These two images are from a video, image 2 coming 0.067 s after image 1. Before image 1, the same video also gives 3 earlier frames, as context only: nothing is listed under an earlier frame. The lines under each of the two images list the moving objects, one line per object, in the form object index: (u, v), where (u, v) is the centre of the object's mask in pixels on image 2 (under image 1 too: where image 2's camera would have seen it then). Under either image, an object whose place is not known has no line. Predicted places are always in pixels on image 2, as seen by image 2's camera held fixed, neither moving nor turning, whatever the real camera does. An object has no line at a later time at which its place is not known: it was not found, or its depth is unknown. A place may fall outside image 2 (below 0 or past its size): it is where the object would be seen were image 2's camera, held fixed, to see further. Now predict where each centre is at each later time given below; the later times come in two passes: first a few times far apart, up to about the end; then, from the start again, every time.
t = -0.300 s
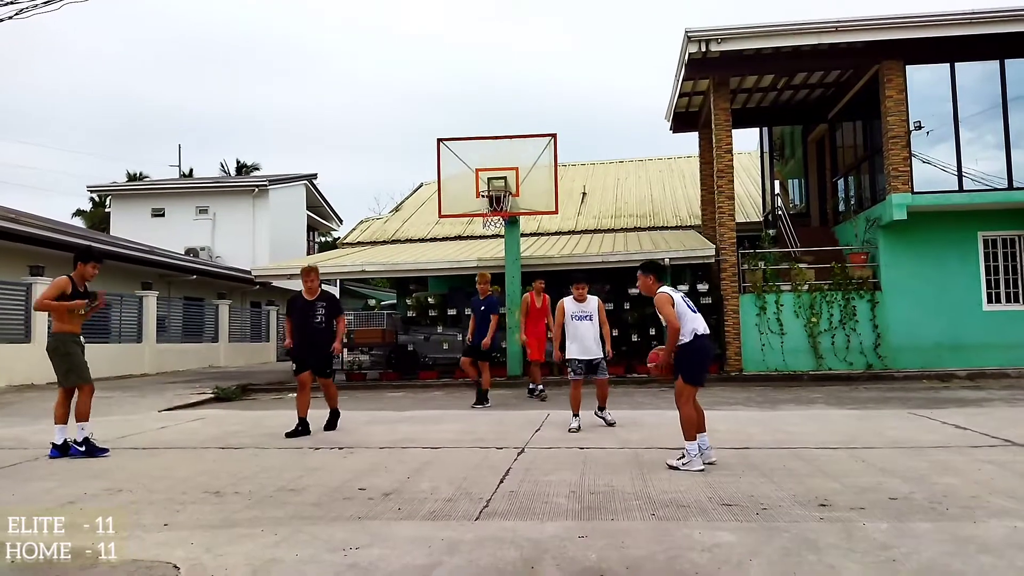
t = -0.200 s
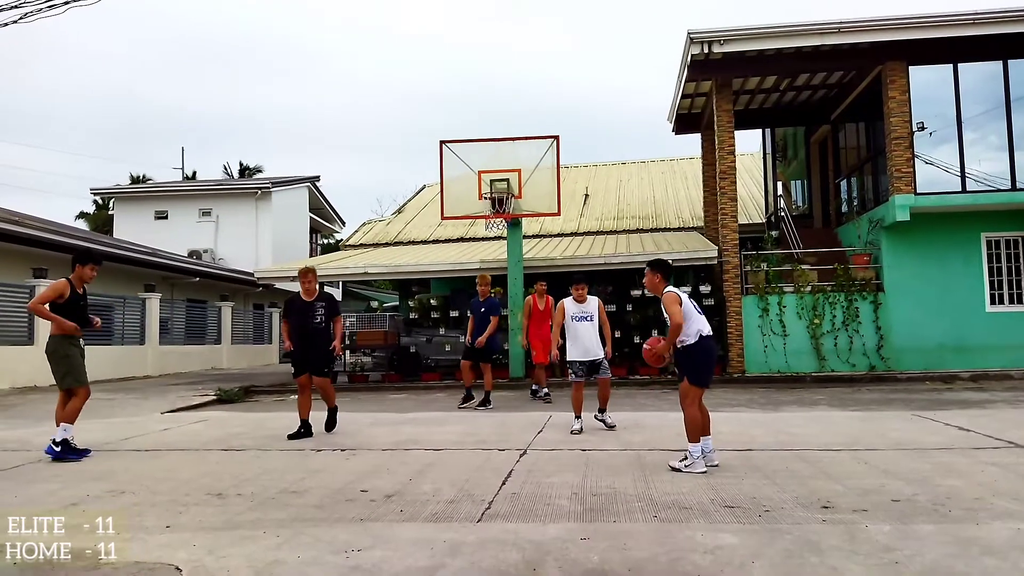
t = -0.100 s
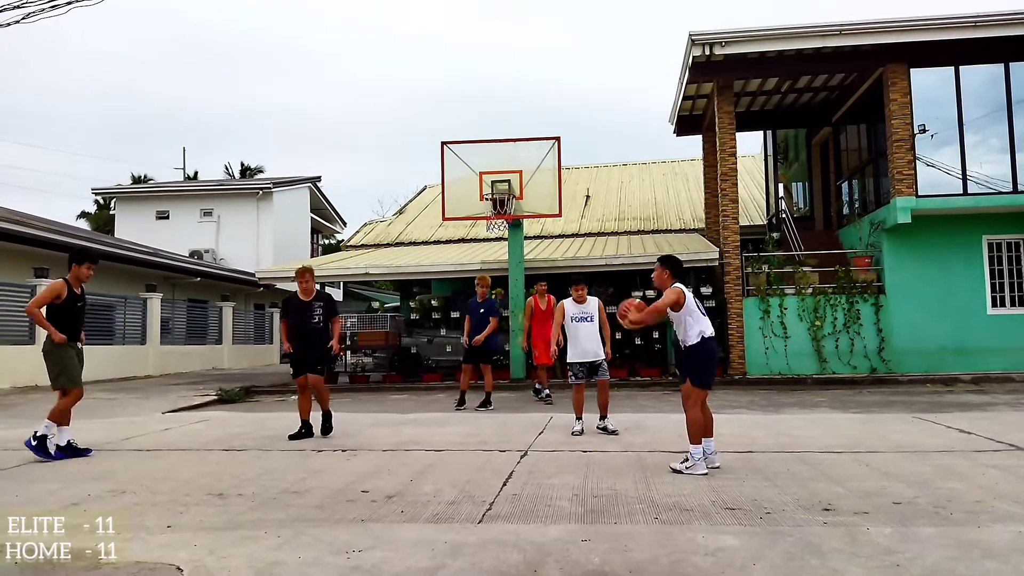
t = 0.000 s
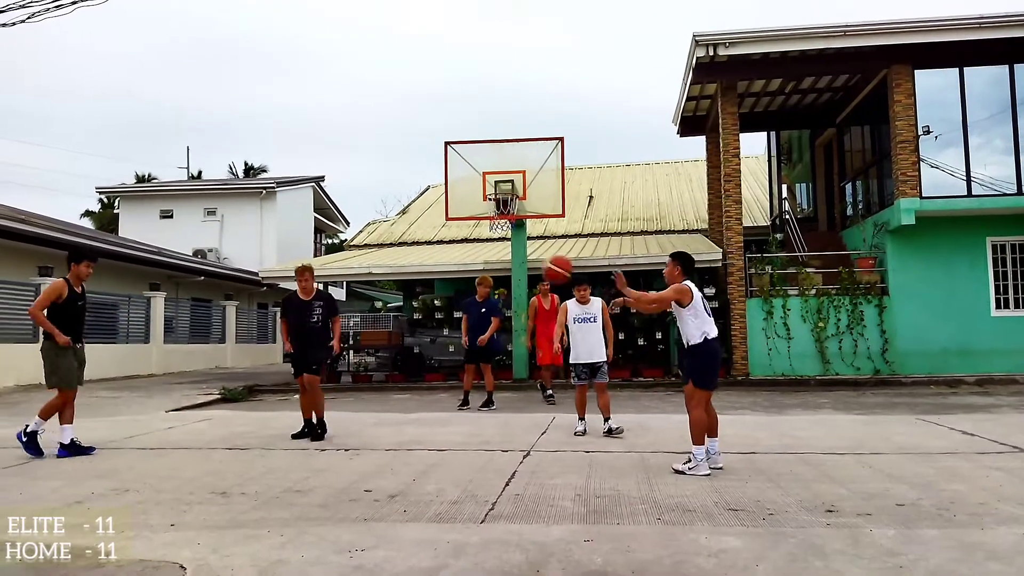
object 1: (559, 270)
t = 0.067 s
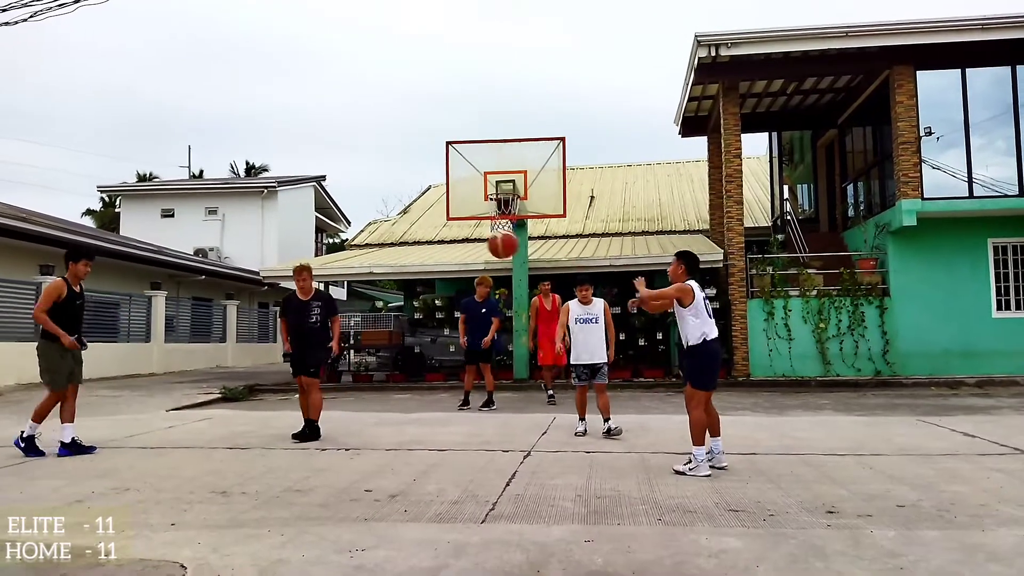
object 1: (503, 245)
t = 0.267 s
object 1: (346, 200)
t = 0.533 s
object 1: (150, 211)
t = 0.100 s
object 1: (476, 233)
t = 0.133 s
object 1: (449, 224)
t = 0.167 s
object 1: (423, 216)
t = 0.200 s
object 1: (397, 209)
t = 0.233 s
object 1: (371, 204)
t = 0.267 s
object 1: (346, 200)
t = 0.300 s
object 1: (320, 197)
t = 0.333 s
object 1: (295, 196)
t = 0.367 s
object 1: (271, 195)
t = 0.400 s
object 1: (247, 197)
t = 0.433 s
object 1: (222, 199)
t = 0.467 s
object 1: (198, 202)
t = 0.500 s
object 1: (174, 206)
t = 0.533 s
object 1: (150, 211)
